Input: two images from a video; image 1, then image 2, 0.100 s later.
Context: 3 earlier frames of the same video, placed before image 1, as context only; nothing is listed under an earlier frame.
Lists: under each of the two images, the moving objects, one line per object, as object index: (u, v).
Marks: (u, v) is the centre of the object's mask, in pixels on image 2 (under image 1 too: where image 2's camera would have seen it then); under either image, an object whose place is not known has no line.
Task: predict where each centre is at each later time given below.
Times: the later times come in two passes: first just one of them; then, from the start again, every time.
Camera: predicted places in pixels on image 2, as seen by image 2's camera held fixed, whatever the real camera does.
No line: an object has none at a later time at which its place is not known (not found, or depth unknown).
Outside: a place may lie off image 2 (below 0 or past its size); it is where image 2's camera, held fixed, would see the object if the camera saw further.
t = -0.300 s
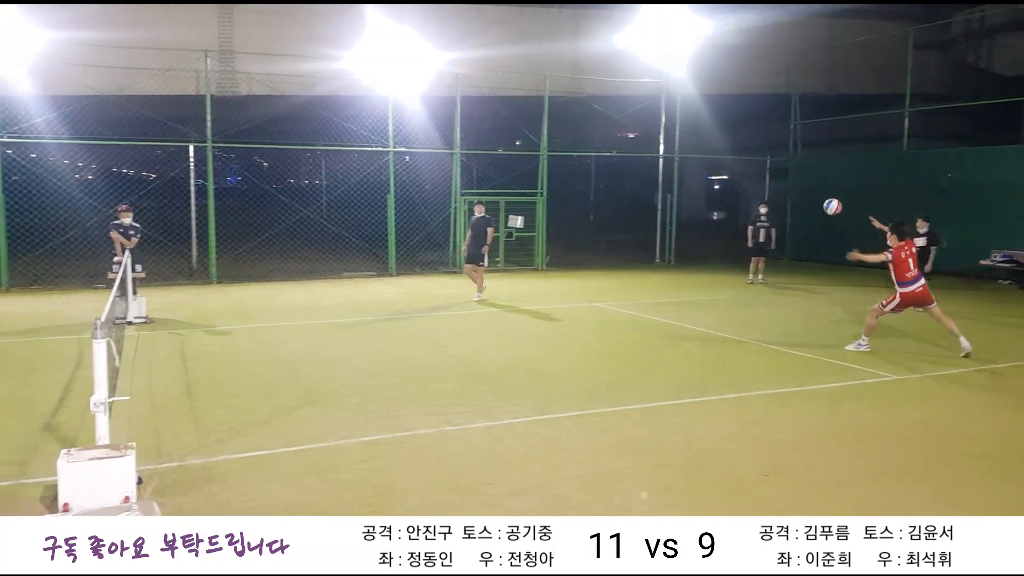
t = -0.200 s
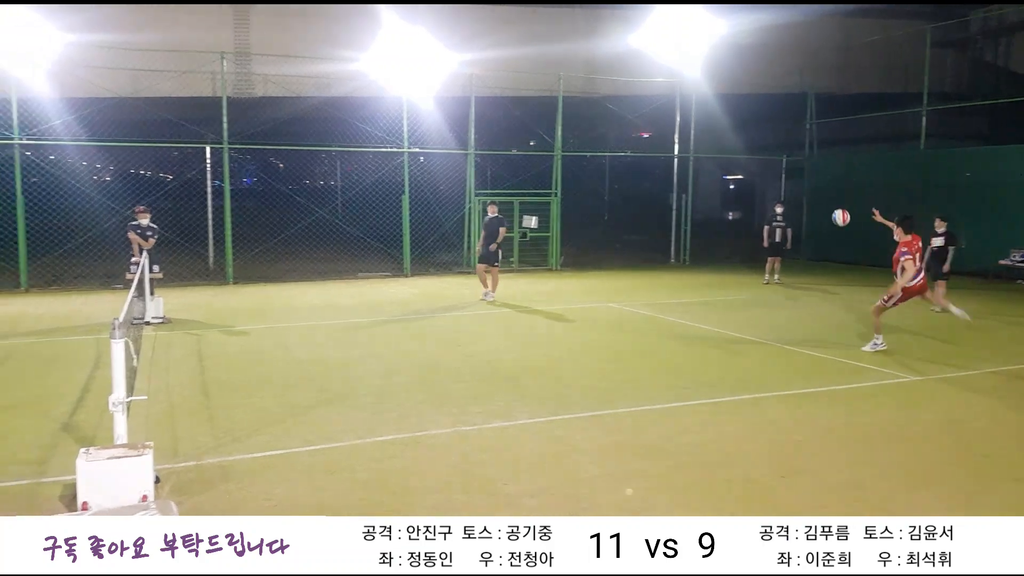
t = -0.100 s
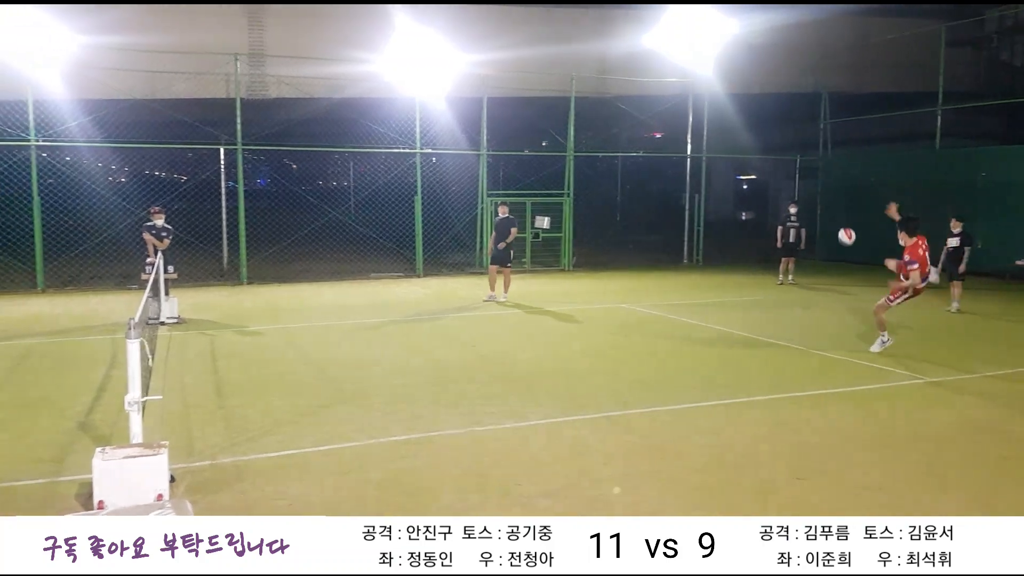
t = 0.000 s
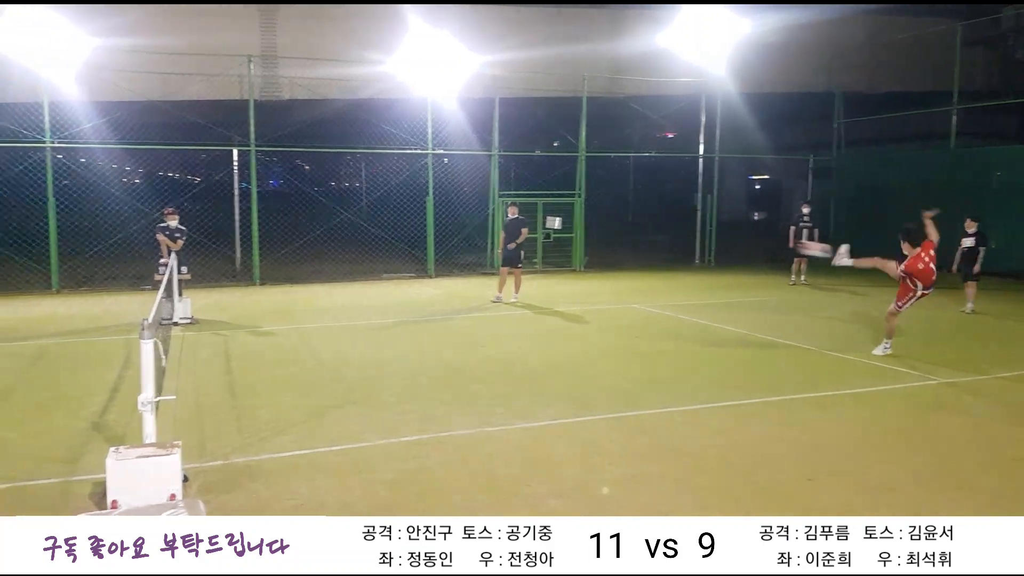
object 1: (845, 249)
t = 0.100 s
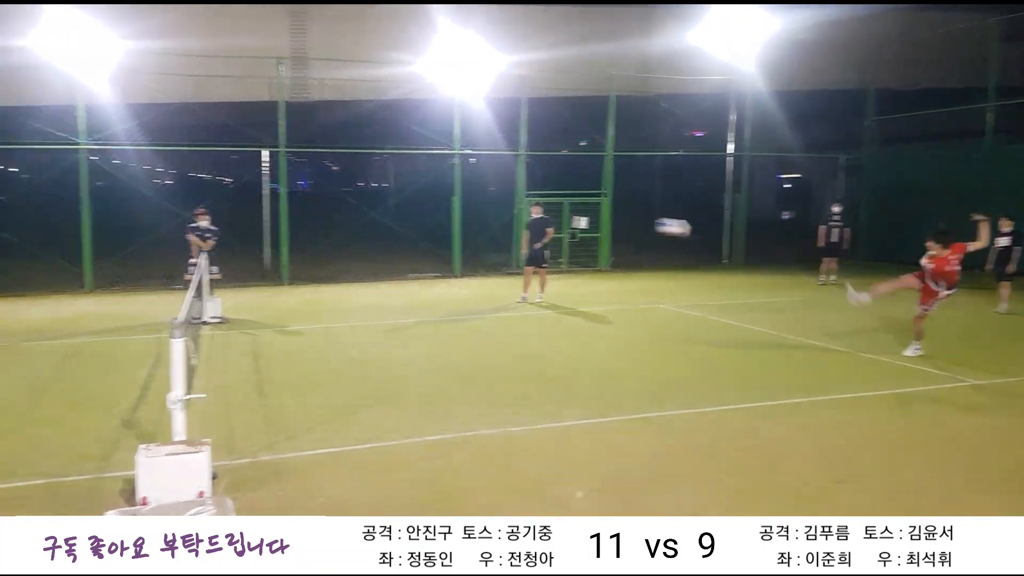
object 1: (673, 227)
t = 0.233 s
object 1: (431, 216)
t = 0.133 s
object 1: (614, 223)
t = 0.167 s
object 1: (557, 219)
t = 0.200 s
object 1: (493, 217)
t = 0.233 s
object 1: (431, 216)
